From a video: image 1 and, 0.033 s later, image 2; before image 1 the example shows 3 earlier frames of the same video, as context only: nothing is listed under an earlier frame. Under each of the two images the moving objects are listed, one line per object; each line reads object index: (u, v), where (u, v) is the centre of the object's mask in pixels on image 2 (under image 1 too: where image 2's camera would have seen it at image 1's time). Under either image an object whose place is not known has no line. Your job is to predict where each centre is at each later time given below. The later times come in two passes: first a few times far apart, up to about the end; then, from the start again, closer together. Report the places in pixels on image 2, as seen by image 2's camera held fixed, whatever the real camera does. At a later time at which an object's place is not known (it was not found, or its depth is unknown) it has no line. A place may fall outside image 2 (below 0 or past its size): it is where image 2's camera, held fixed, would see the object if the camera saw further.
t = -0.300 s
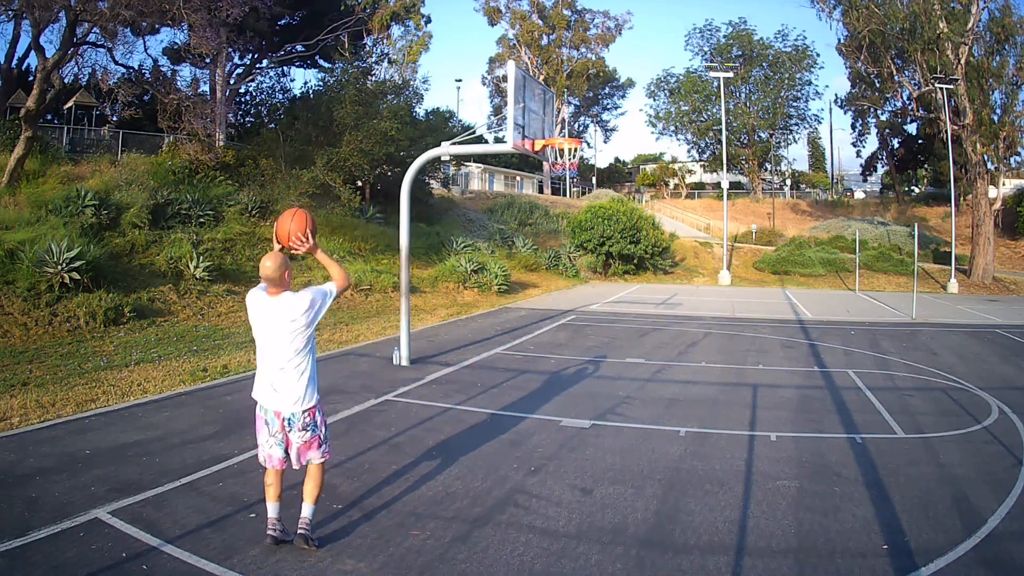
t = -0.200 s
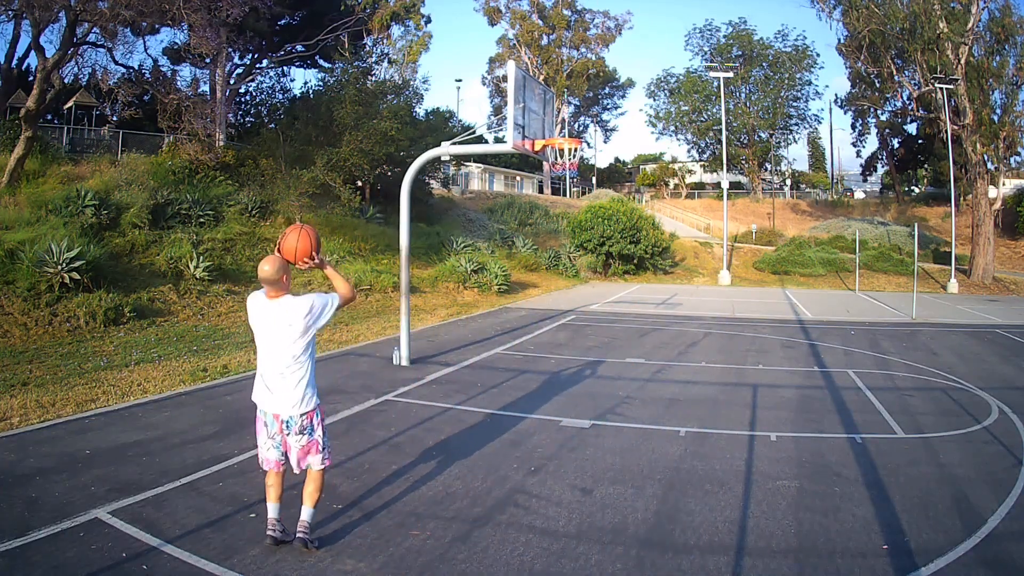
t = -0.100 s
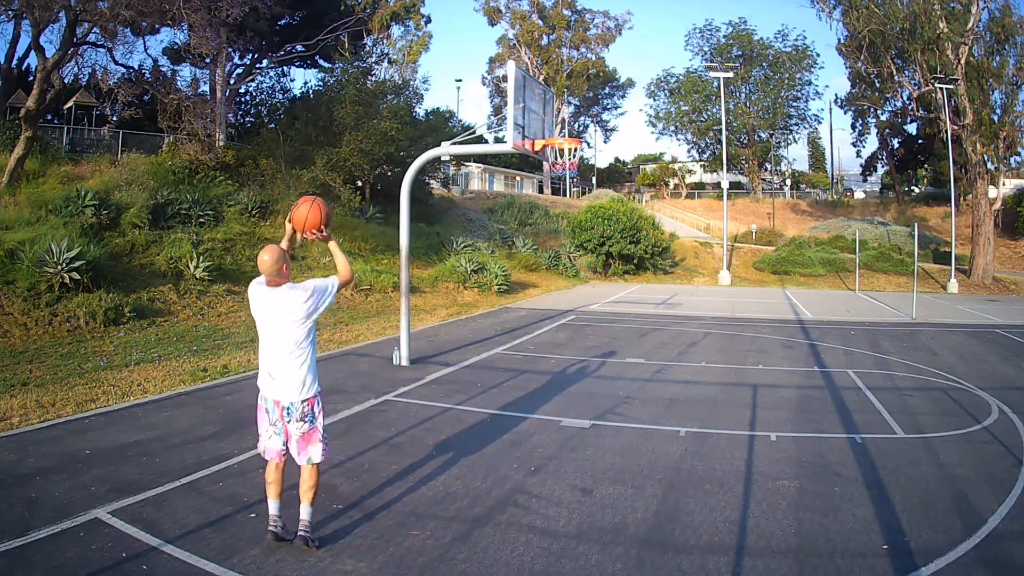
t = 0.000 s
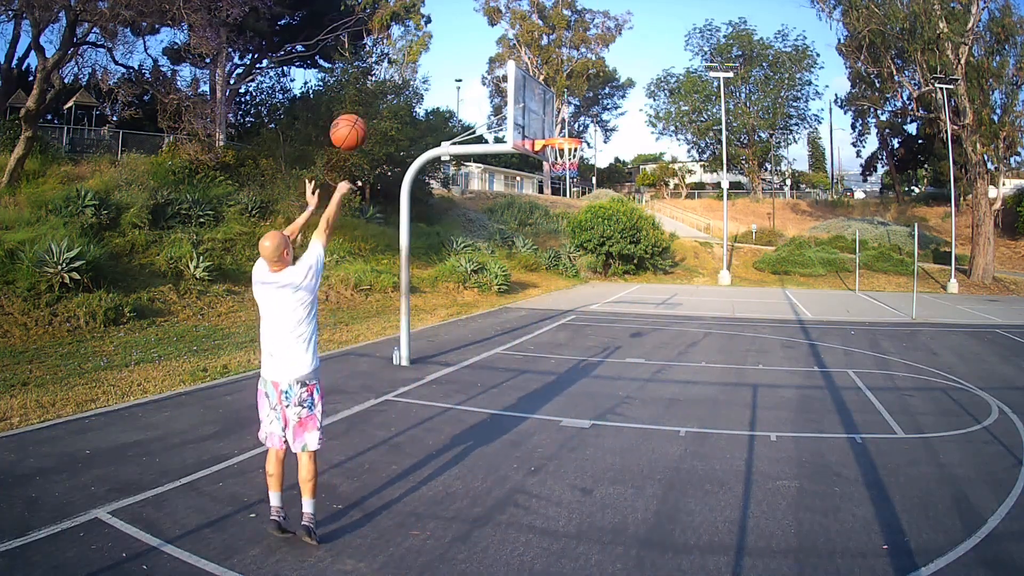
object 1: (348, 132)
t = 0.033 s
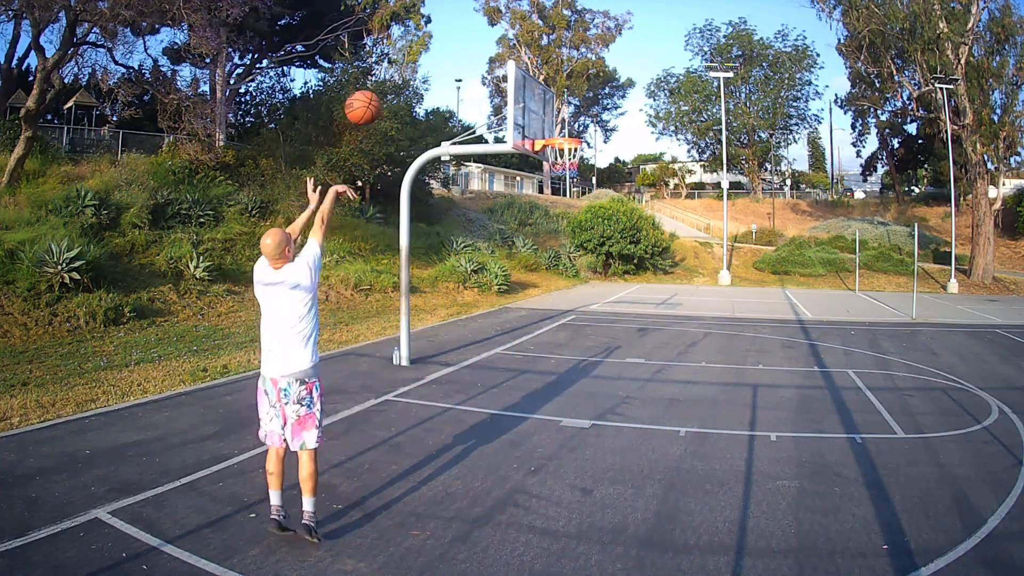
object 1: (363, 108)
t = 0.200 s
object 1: (423, 28)
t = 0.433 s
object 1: (482, 4)
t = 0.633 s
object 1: (517, 12)
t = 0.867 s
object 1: (549, 64)
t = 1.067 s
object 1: (571, 131)
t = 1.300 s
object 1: (549, 169)
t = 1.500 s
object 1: (556, 194)
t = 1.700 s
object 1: (564, 254)
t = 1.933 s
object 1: (571, 369)
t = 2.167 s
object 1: (588, 311)
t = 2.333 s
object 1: (602, 268)
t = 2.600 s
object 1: (623, 245)
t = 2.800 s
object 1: (639, 270)
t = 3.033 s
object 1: (657, 348)
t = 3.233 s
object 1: (672, 382)
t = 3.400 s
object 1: (688, 331)
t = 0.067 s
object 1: (376, 87)
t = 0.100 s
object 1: (389, 68)
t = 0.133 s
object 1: (402, 53)
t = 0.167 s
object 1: (413, 39)
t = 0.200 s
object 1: (423, 28)
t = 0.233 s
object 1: (433, 20)
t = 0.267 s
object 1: (442, 13)
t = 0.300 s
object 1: (451, 9)
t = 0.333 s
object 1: (460, 7)
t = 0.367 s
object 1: (467, 5)
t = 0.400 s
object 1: (474, 4)
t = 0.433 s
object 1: (482, 4)
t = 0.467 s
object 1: (488, 4)
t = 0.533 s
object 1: (500, 5)
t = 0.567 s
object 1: (506, 7)
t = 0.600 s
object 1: (511, 9)
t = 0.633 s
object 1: (517, 12)
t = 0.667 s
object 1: (521, 18)
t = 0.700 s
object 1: (527, 24)
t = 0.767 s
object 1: (536, 38)
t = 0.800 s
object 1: (540, 46)
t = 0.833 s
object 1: (545, 55)
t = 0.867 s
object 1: (549, 64)
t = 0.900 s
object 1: (552, 75)
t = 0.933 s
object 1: (557, 84)
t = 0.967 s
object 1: (561, 96)
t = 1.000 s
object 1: (564, 107)
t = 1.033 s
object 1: (567, 119)
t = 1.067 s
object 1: (571, 131)
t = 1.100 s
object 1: (571, 138)
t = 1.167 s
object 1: (556, 154)
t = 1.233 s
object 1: (549, 162)
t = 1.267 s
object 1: (548, 165)
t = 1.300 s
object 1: (549, 169)
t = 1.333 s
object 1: (550, 172)
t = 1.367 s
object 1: (552, 175)
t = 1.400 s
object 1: (553, 178)
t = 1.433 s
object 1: (554, 182)
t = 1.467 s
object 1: (555, 188)
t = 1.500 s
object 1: (556, 194)
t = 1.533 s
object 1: (558, 202)
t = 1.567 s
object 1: (559, 210)
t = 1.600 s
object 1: (560, 219)
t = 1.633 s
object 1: (561, 230)
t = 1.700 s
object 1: (564, 254)
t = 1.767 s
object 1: (566, 282)
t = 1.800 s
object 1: (567, 297)
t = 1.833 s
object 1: (568, 313)
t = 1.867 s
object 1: (570, 331)
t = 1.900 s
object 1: (571, 349)
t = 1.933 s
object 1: (571, 369)
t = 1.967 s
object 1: (573, 388)
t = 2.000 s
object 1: (575, 374)
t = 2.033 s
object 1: (578, 360)
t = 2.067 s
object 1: (580, 347)
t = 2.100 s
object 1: (583, 334)
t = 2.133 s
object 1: (586, 323)
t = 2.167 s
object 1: (588, 311)
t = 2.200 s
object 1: (591, 301)
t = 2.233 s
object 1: (593, 291)
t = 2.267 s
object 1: (596, 283)
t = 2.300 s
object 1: (599, 275)
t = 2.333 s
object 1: (602, 268)
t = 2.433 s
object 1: (610, 252)
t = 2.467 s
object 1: (612, 249)
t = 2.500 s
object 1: (615, 247)
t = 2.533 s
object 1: (618, 245)
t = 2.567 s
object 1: (620, 245)
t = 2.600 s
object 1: (623, 245)
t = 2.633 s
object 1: (626, 247)
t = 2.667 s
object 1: (629, 250)
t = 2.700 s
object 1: (631, 253)
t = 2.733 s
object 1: (634, 258)
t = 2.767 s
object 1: (637, 263)
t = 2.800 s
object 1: (639, 270)
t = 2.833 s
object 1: (642, 278)
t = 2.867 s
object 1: (645, 287)
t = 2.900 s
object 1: (647, 297)
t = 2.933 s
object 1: (650, 308)
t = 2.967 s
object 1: (652, 320)
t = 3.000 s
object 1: (655, 334)
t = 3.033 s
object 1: (657, 348)
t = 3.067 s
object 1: (660, 363)
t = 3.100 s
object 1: (662, 379)
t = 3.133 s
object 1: (663, 397)
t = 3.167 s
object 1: (666, 408)
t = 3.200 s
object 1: (669, 395)
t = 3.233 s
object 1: (672, 382)
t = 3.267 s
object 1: (676, 370)
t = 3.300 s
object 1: (679, 359)
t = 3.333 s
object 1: (682, 349)
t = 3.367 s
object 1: (685, 340)
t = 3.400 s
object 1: (688, 331)
